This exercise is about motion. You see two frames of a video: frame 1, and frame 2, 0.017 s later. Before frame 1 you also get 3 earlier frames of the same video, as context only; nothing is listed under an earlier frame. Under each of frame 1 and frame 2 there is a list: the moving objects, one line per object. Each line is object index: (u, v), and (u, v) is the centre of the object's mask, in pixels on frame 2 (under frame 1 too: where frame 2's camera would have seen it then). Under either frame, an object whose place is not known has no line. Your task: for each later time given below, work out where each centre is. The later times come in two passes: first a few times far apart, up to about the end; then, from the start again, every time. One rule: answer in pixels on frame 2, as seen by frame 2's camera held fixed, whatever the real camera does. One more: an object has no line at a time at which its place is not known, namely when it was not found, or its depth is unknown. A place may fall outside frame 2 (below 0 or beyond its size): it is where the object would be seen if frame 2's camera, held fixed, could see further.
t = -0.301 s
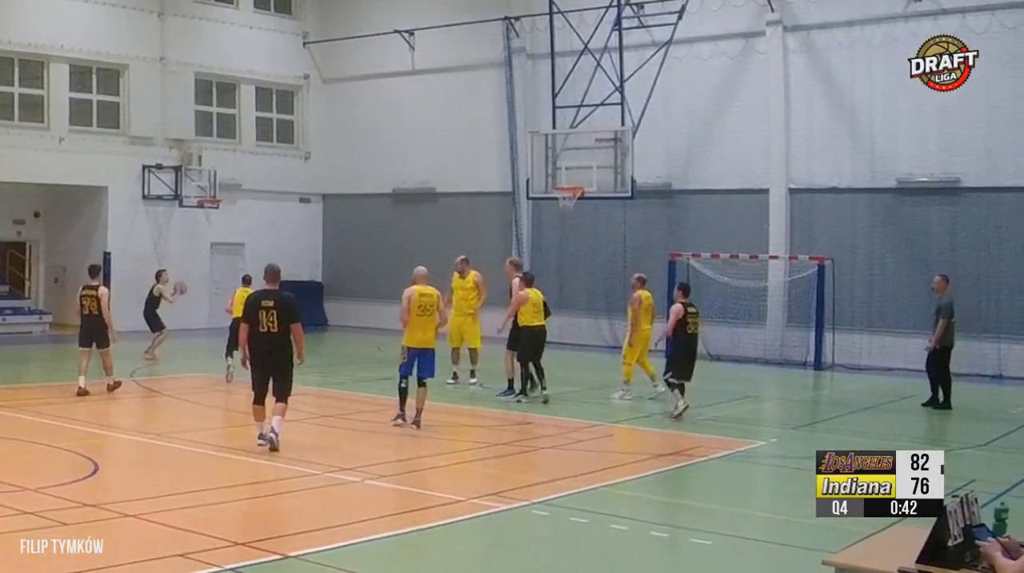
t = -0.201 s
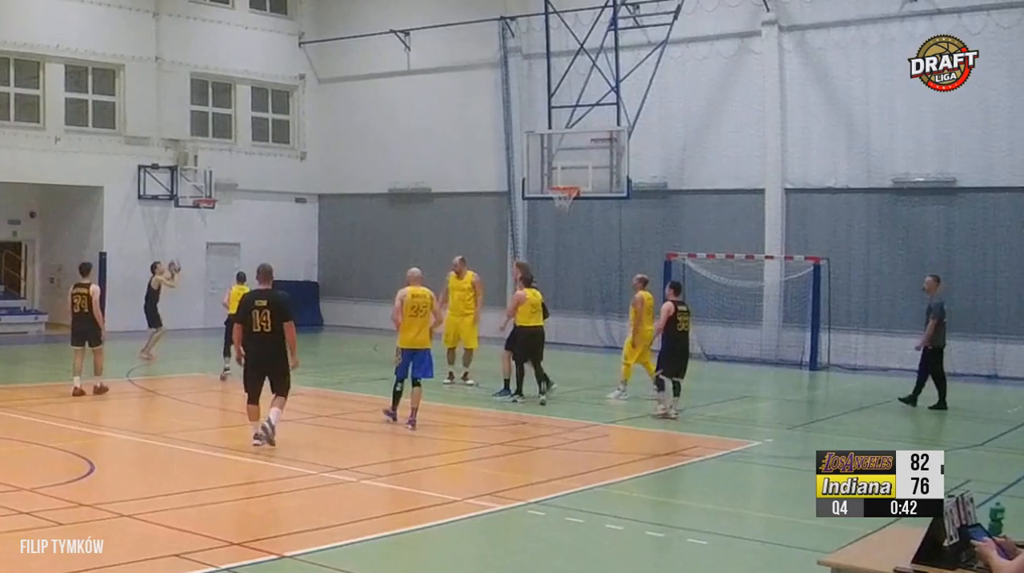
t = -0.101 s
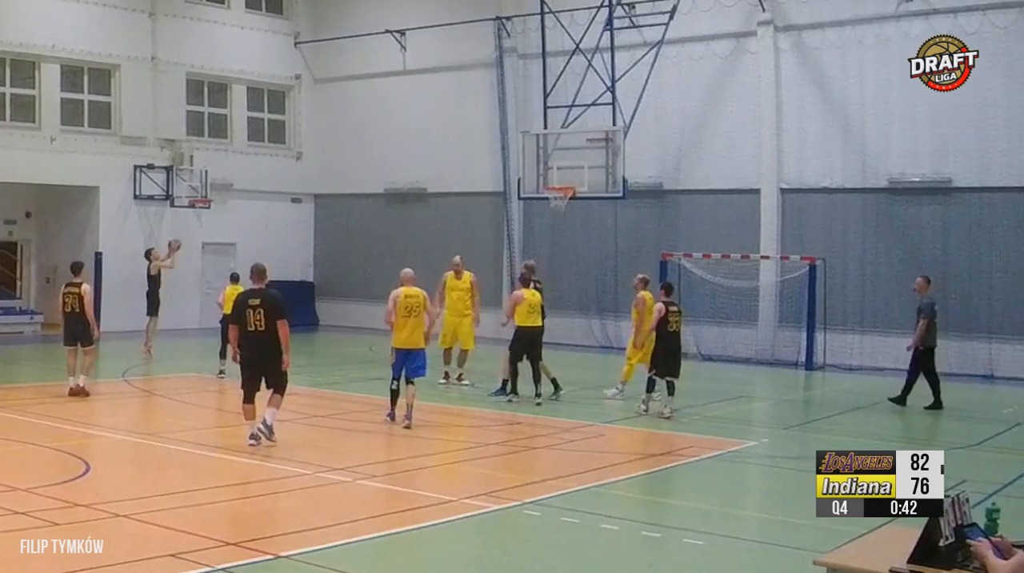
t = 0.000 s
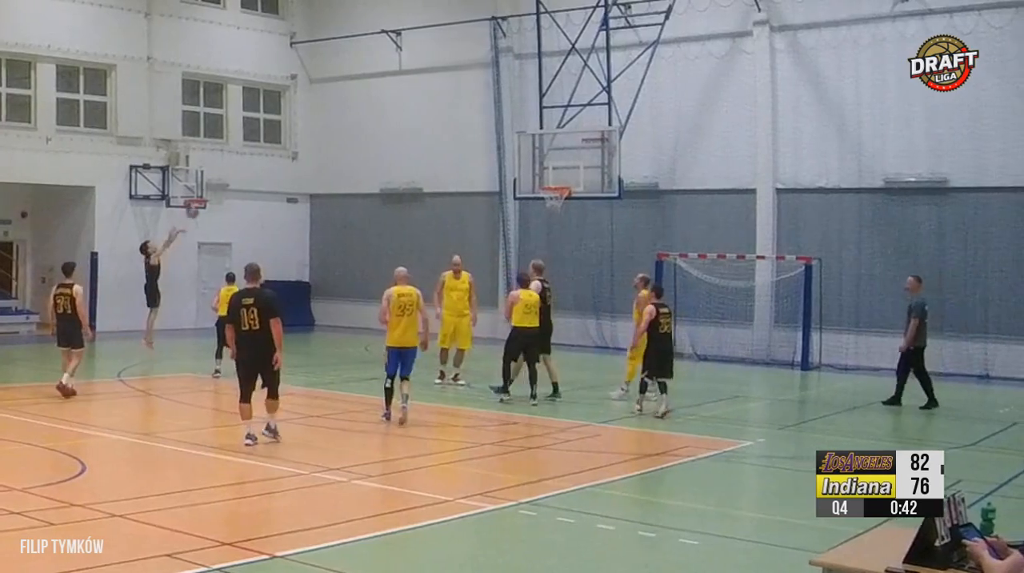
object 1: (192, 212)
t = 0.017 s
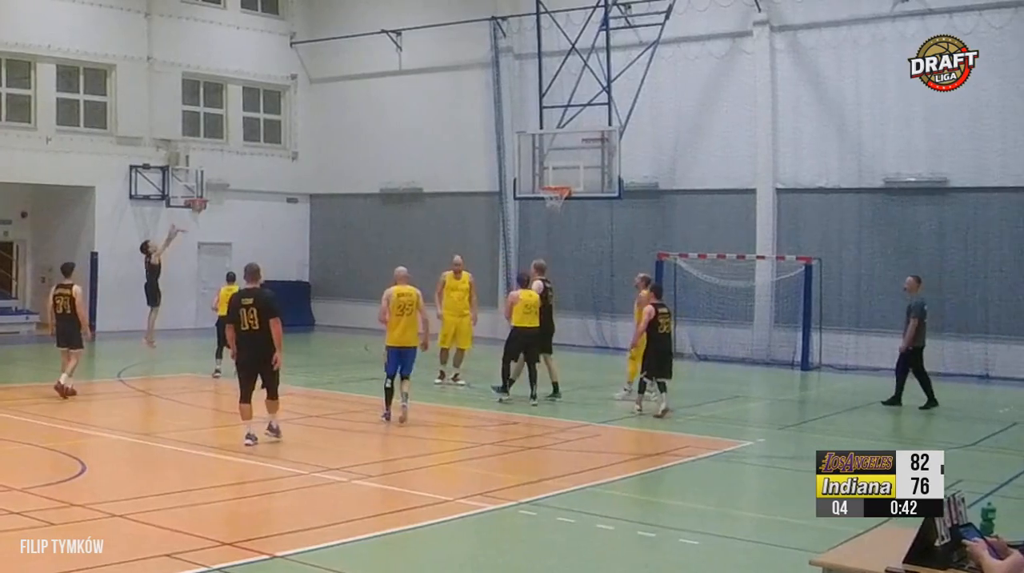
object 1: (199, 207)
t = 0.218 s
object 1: (256, 148)
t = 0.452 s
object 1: (324, 106)
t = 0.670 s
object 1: (389, 94)
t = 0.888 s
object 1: (456, 110)
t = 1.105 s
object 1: (523, 158)
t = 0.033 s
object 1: (203, 200)
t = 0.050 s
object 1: (209, 197)
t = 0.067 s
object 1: (212, 188)
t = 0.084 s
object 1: (217, 185)
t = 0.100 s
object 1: (222, 180)
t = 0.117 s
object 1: (226, 174)
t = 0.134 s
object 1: (231, 170)
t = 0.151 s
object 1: (236, 165)
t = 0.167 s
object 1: (241, 159)
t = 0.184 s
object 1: (246, 156)
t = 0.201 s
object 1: (251, 152)
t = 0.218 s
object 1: (256, 148)
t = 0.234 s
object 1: (261, 144)
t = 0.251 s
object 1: (265, 139)
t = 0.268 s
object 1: (270, 134)
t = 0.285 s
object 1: (275, 131)
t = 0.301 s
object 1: (281, 129)
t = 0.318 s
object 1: (286, 127)
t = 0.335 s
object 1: (289, 123)
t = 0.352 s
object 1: (294, 120)
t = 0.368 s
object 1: (300, 117)
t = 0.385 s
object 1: (304, 115)
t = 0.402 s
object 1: (309, 112)
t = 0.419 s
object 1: (314, 110)
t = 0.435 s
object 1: (319, 108)
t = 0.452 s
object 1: (324, 106)
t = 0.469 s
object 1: (329, 104)
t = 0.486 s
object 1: (334, 103)
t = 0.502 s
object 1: (339, 101)
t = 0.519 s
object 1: (344, 99)
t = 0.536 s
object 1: (349, 98)
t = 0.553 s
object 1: (353, 97)
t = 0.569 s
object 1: (358, 97)
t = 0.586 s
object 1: (364, 96)
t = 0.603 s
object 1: (369, 95)
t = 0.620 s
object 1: (374, 94)
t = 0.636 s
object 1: (378, 94)
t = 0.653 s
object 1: (384, 94)
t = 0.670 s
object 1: (389, 94)
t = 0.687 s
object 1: (394, 94)
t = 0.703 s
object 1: (399, 95)
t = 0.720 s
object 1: (404, 95)
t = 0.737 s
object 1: (409, 96)
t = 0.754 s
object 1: (414, 97)
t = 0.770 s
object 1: (419, 98)
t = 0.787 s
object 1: (425, 99)
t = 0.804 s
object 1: (430, 100)
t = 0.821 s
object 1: (435, 102)
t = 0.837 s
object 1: (440, 104)
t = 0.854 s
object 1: (445, 106)
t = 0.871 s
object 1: (450, 108)
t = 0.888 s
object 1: (456, 110)
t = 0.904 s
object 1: (460, 113)
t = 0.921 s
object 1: (466, 116)
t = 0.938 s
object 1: (471, 118)
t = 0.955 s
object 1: (477, 122)
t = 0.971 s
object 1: (482, 125)
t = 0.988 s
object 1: (486, 129)
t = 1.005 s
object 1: (492, 132)
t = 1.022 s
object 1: (497, 135)
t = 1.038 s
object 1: (503, 139)
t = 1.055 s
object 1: (508, 143)
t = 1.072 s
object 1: (513, 148)
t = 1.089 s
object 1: (518, 152)
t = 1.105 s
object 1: (523, 158)
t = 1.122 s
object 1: (529, 161)
